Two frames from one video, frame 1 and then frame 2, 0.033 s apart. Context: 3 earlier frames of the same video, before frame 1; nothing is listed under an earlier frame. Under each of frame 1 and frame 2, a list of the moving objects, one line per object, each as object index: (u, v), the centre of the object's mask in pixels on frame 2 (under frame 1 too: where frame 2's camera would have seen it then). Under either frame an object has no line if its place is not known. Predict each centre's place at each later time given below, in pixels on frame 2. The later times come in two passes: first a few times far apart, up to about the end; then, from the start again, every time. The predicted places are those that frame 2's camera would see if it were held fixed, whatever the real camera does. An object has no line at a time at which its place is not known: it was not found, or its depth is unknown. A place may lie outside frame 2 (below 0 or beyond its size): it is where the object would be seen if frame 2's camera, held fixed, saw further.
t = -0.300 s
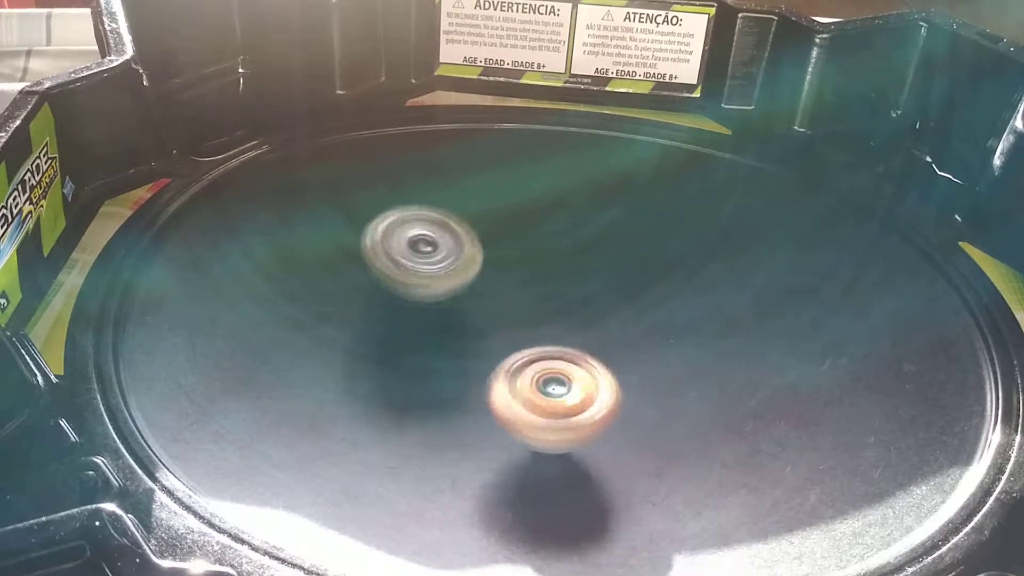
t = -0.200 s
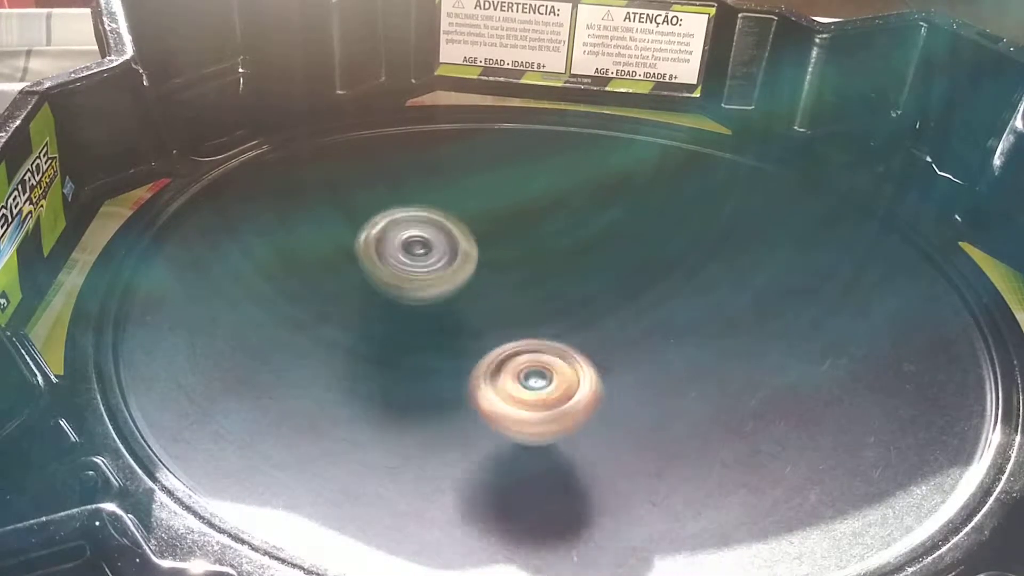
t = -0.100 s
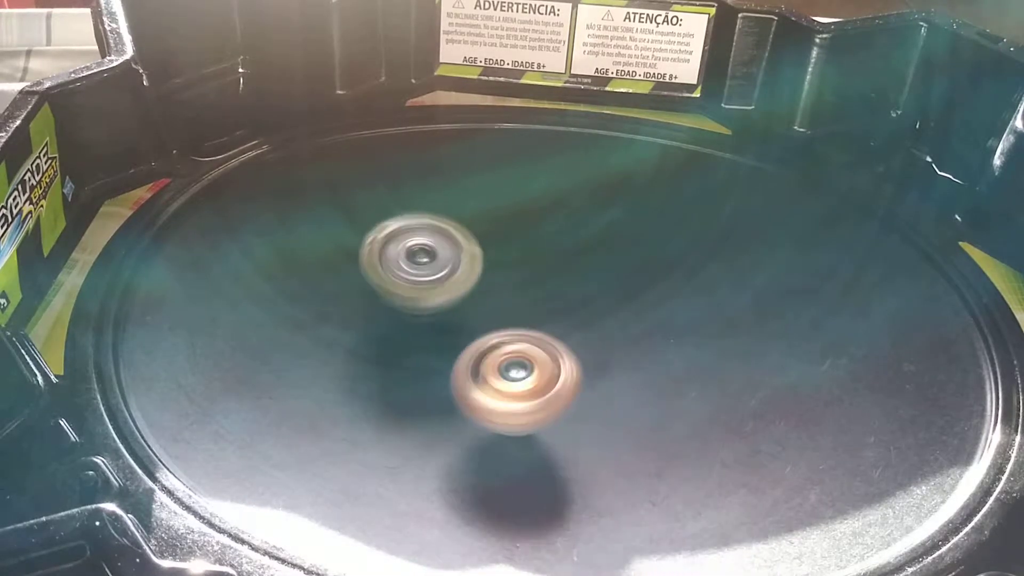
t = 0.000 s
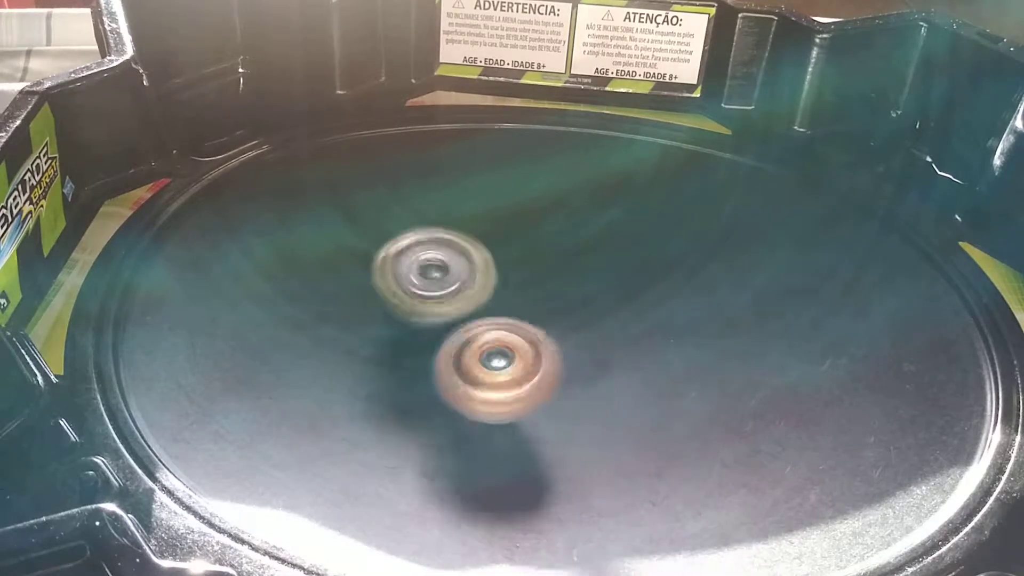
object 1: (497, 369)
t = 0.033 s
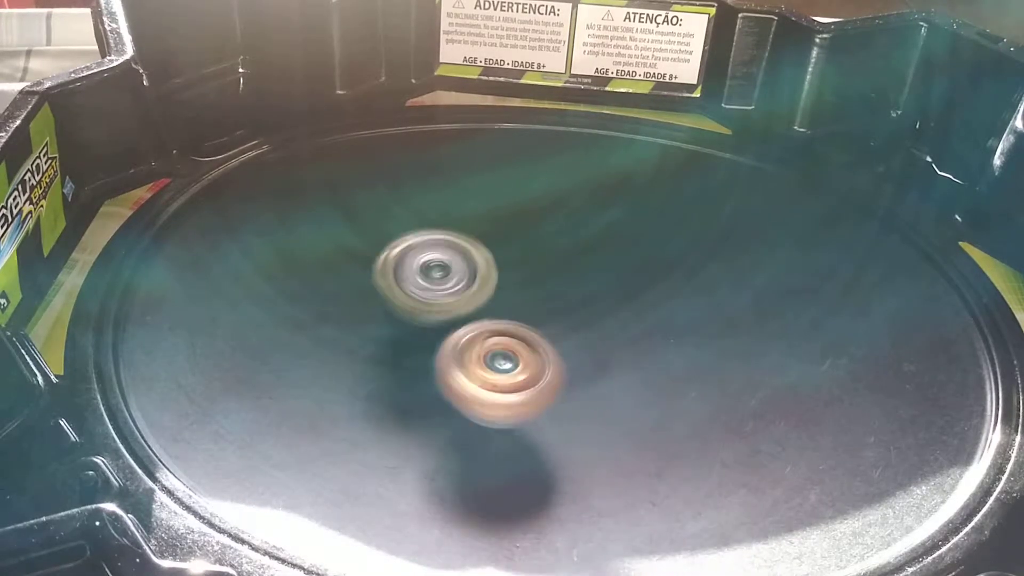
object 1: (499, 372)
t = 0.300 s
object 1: (508, 391)
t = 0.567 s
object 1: (535, 392)
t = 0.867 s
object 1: (551, 367)
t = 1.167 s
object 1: (553, 376)
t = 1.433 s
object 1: (527, 358)
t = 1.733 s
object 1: (502, 375)
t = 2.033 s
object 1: (508, 378)
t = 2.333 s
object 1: (534, 373)
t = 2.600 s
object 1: (548, 354)
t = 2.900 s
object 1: (563, 343)
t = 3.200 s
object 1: (587, 359)
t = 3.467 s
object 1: (596, 363)
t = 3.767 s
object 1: (590, 352)
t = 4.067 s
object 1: (588, 338)
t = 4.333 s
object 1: (610, 334)
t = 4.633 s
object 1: (609, 326)
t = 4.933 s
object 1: (613, 322)
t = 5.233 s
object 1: (609, 326)
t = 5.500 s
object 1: (621, 328)
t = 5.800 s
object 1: (616, 336)
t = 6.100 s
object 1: (605, 342)
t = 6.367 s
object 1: (591, 341)
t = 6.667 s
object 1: (596, 331)
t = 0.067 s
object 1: (503, 378)
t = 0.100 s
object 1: (502, 378)
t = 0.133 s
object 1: (499, 379)
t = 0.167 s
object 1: (500, 380)
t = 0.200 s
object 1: (499, 380)
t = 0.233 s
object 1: (498, 380)
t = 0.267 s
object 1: (504, 386)
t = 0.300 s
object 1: (508, 391)
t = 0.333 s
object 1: (509, 392)
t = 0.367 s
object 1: (512, 393)
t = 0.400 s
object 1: (515, 394)
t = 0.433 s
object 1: (516, 393)
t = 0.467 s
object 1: (521, 391)
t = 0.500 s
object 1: (524, 389)
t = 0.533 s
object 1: (525, 385)
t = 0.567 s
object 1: (535, 392)
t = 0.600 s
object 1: (542, 396)
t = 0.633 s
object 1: (545, 395)
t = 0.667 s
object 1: (546, 393)
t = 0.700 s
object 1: (549, 390)
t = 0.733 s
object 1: (552, 387)
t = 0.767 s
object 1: (552, 383)
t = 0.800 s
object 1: (553, 377)
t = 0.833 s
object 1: (554, 372)
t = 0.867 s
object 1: (551, 367)
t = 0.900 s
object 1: (558, 378)
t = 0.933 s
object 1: (563, 384)
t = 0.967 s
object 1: (564, 383)
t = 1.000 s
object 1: (561, 382)
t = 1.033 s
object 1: (558, 382)
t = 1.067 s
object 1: (560, 381)
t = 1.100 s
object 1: (557, 379)
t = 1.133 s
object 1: (554, 377)
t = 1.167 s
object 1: (553, 376)
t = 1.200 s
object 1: (551, 372)
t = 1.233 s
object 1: (548, 370)
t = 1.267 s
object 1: (544, 368)
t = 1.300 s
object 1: (542, 364)
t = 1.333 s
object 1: (537, 361)
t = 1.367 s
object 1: (533, 357)
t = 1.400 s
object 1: (529, 355)
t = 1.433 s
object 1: (527, 358)
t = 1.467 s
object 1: (525, 361)
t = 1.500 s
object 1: (519, 361)
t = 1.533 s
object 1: (513, 363)
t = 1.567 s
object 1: (511, 365)
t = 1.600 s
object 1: (508, 364)
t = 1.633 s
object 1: (504, 365)
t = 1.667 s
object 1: (502, 366)
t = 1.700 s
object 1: (503, 372)
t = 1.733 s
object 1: (502, 375)
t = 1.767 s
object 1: (500, 376)
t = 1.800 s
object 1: (500, 380)
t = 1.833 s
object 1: (501, 380)
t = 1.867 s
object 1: (500, 381)
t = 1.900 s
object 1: (501, 382)
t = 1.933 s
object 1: (504, 382)
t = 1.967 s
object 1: (504, 380)
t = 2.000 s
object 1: (505, 379)
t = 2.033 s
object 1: (508, 378)
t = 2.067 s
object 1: (515, 378)
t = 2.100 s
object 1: (517, 377)
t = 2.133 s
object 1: (518, 376)
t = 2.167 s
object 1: (522, 379)
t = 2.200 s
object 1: (527, 380)
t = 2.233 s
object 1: (527, 379)
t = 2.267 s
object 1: (528, 378)
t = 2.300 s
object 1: (532, 376)
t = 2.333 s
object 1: (534, 373)
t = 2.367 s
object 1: (534, 369)
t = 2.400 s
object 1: (534, 366)
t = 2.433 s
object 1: (538, 362)
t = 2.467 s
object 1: (539, 360)
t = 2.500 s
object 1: (544, 358)
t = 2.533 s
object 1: (544, 356)
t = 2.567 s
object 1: (545, 354)
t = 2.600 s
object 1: (548, 354)
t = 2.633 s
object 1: (551, 350)
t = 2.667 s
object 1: (552, 350)
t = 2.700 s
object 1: (556, 348)
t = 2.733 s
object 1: (556, 347)
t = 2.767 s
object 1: (557, 346)
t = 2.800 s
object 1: (561, 347)
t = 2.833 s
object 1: (563, 344)
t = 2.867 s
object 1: (561, 343)
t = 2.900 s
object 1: (563, 343)
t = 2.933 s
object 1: (573, 348)
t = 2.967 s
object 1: (580, 350)
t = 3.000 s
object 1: (580, 350)
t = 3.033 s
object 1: (580, 351)
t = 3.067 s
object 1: (581, 353)
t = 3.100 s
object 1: (582, 352)
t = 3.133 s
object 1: (583, 351)
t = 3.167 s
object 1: (583, 354)
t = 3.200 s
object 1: (587, 359)
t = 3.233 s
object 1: (589, 360)
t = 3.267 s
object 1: (589, 360)
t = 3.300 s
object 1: (586, 361)
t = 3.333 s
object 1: (590, 362)
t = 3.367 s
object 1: (592, 361)
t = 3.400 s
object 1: (593, 362)
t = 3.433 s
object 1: (595, 363)
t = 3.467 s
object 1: (596, 363)
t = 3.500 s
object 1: (595, 362)
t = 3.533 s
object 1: (596, 362)
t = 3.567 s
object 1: (595, 360)
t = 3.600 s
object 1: (595, 359)
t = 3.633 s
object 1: (593, 357)
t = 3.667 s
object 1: (596, 357)
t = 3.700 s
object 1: (597, 354)
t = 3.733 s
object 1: (595, 352)
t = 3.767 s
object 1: (590, 352)
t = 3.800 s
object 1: (590, 353)
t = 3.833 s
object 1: (595, 351)
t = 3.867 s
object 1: (600, 348)
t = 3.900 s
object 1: (597, 347)
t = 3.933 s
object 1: (592, 346)
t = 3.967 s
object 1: (592, 346)
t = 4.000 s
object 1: (593, 343)
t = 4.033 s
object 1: (591, 339)
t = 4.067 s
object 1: (588, 338)
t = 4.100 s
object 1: (589, 338)
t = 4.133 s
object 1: (589, 336)
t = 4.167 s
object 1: (589, 335)
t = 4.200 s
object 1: (587, 334)
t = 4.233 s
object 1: (588, 334)
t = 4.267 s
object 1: (602, 335)
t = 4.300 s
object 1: (606, 334)
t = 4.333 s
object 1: (610, 334)
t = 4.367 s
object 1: (611, 333)
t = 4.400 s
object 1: (612, 332)
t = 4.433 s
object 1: (613, 331)
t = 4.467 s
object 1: (613, 330)
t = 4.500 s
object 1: (612, 330)
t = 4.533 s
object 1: (611, 329)
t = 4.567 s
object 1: (610, 328)
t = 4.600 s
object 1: (608, 327)
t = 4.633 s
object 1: (609, 326)
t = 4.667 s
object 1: (616, 324)
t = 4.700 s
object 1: (615, 323)
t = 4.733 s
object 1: (611, 322)
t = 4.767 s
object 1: (608, 322)
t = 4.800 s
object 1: (607, 324)
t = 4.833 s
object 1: (611, 327)
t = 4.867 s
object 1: (615, 326)
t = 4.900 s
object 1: (616, 323)
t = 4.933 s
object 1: (613, 322)
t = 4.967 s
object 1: (609, 321)
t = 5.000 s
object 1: (610, 322)
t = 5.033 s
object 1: (611, 322)
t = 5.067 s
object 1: (612, 322)
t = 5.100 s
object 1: (612, 321)
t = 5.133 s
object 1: (609, 320)
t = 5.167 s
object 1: (608, 321)
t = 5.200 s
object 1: (608, 323)
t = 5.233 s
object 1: (609, 326)
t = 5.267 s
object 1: (613, 326)
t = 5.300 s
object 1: (615, 324)
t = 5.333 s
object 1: (615, 323)
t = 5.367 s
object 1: (617, 324)
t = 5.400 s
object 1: (619, 325)
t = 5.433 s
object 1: (619, 325)
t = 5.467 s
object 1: (620, 327)
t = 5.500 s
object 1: (621, 328)
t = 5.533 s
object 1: (622, 330)
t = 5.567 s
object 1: (624, 331)
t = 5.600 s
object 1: (625, 331)
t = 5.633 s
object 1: (624, 333)
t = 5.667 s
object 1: (623, 333)
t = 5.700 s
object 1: (622, 334)
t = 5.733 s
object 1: (621, 334)
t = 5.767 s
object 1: (619, 336)
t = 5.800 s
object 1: (616, 336)
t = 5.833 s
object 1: (613, 337)
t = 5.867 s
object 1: (610, 338)
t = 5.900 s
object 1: (611, 340)
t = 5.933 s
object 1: (613, 342)
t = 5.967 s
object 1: (614, 343)
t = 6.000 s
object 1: (615, 343)
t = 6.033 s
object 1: (614, 343)
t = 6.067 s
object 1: (610, 342)
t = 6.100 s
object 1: (605, 342)
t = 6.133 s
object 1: (600, 342)
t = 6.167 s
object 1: (595, 343)
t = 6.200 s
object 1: (591, 347)
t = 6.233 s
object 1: (592, 348)
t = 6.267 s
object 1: (596, 346)
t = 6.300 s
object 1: (598, 344)
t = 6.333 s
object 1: (596, 343)
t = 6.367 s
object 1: (591, 341)
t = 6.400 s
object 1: (590, 340)
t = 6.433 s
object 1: (587, 339)
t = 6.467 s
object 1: (588, 340)
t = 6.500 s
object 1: (590, 340)
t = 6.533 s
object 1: (594, 338)
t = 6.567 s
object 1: (597, 335)
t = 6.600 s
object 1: (598, 333)
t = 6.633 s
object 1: (596, 332)
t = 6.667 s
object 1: (596, 331)
